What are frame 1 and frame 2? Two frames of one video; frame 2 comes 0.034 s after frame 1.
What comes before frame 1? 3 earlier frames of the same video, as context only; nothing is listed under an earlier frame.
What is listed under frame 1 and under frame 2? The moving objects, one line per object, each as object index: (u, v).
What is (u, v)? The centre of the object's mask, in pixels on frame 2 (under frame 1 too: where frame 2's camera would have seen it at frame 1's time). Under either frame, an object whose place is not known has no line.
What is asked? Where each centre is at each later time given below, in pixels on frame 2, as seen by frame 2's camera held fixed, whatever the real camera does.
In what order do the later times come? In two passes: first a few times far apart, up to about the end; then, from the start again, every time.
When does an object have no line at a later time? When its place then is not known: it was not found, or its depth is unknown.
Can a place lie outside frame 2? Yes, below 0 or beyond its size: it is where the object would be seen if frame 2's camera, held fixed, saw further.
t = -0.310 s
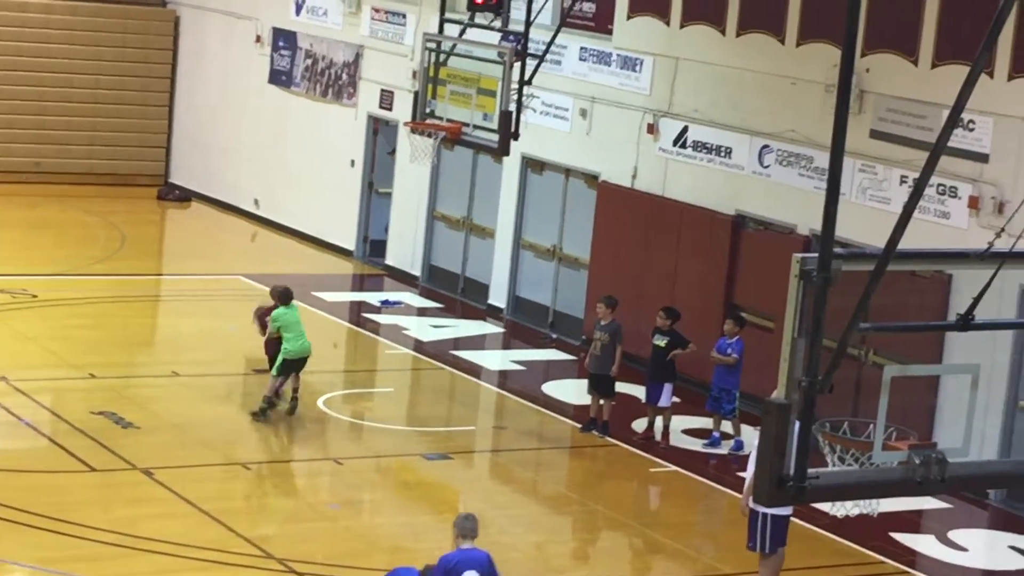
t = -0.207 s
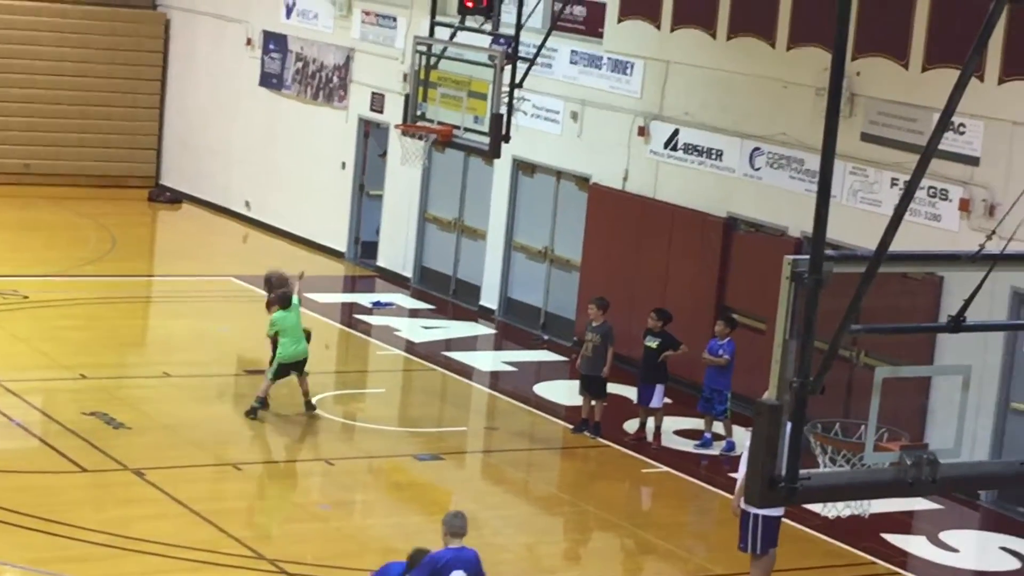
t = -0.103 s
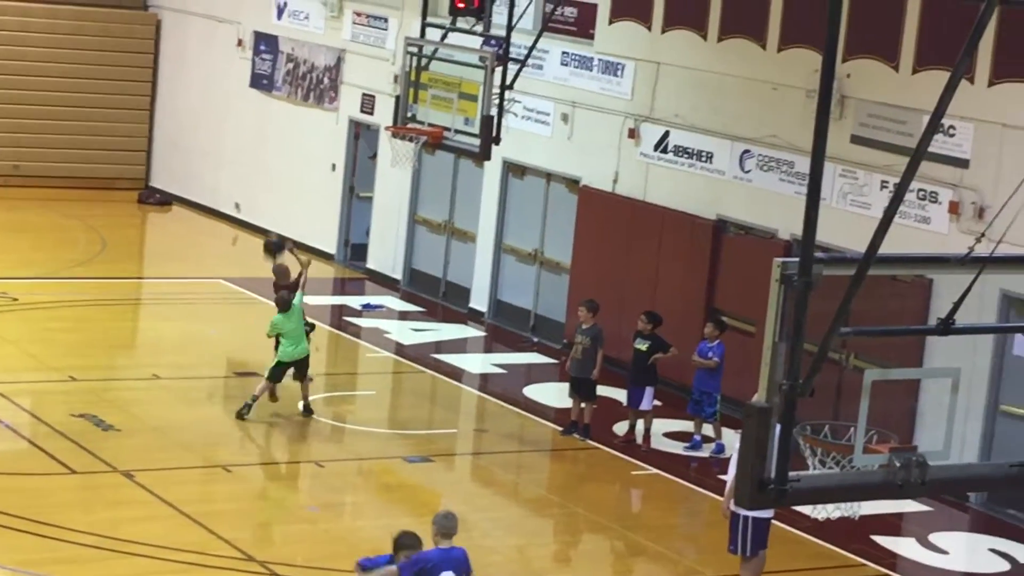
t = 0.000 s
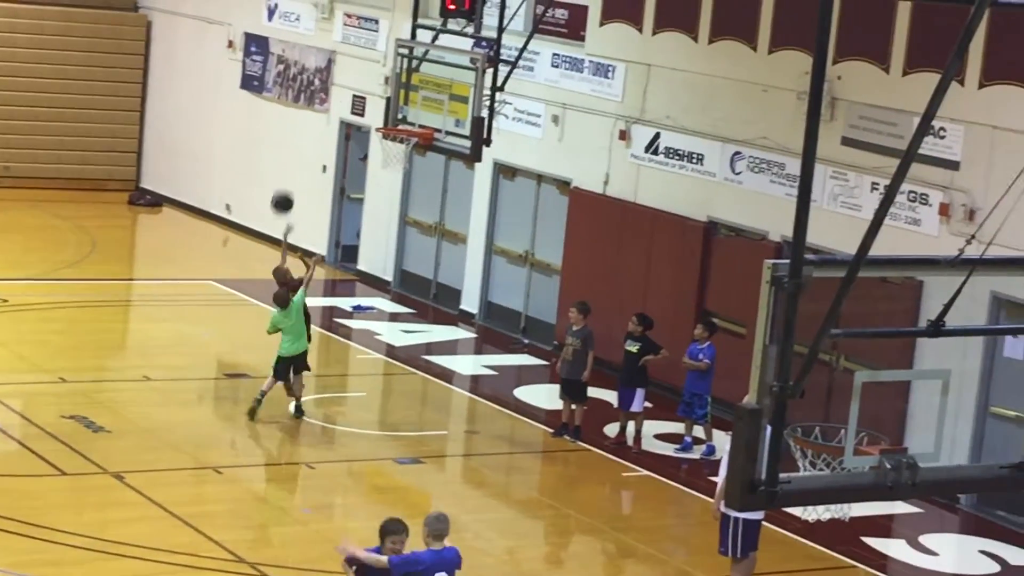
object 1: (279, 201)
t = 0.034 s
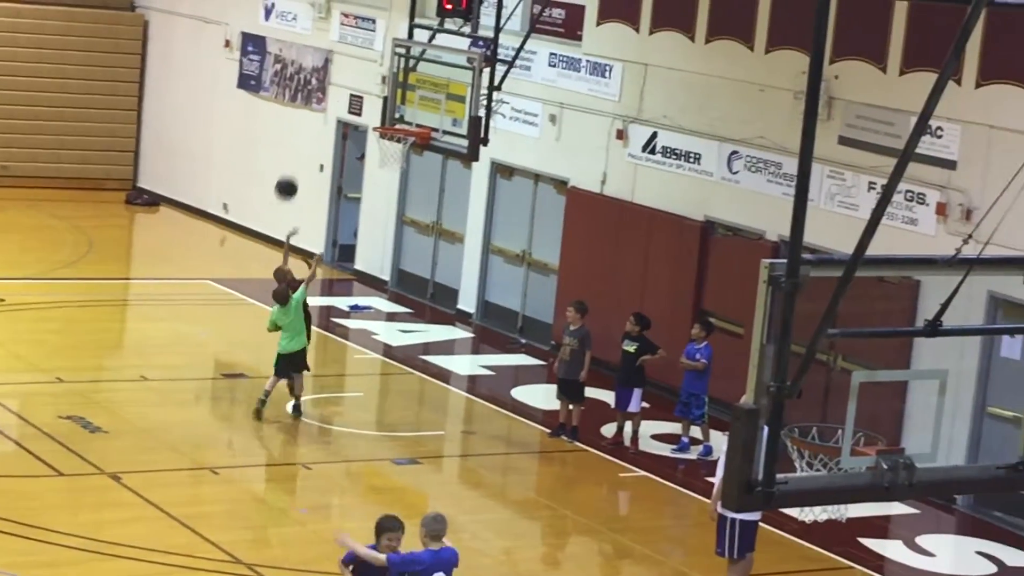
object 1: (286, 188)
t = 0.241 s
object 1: (326, 127)
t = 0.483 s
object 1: (369, 103)
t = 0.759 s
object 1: (397, 135)
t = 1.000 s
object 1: (378, 144)
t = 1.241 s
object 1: (380, 172)
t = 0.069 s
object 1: (293, 175)
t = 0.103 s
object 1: (299, 164)
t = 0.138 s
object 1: (306, 153)
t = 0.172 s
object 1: (313, 143)
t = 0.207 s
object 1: (320, 135)
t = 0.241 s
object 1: (326, 127)
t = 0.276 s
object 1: (332, 121)
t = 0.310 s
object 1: (338, 116)
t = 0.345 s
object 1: (345, 111)
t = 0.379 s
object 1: (351, 108)
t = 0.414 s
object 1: (356, 105)
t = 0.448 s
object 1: (362, 104)
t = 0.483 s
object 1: (369, 103)
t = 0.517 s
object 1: (374, 104)
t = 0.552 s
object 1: (379, 105)
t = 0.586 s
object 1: (389, 111)
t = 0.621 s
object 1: (395, 116)
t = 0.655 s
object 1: (400, 120)
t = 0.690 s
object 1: (404, 125)
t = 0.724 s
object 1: (401, 125)
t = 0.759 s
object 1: (397, 135)
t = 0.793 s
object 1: (392, 142)
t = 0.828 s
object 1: (388, 144)
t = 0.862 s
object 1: (384, 145)
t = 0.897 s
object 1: (380, 145)
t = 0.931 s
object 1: (379, 144)
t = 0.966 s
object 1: (378, 144)
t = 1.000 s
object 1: (378, 144)
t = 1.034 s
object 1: (378, 145)
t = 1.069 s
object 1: (378, 147)
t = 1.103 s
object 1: (378, 151)
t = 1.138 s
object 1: (379, 155)
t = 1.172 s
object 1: (379, 159)
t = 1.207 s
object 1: (380, 165)
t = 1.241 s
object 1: (380, 172)
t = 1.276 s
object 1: (381, 180)
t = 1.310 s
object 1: (381, 190)
